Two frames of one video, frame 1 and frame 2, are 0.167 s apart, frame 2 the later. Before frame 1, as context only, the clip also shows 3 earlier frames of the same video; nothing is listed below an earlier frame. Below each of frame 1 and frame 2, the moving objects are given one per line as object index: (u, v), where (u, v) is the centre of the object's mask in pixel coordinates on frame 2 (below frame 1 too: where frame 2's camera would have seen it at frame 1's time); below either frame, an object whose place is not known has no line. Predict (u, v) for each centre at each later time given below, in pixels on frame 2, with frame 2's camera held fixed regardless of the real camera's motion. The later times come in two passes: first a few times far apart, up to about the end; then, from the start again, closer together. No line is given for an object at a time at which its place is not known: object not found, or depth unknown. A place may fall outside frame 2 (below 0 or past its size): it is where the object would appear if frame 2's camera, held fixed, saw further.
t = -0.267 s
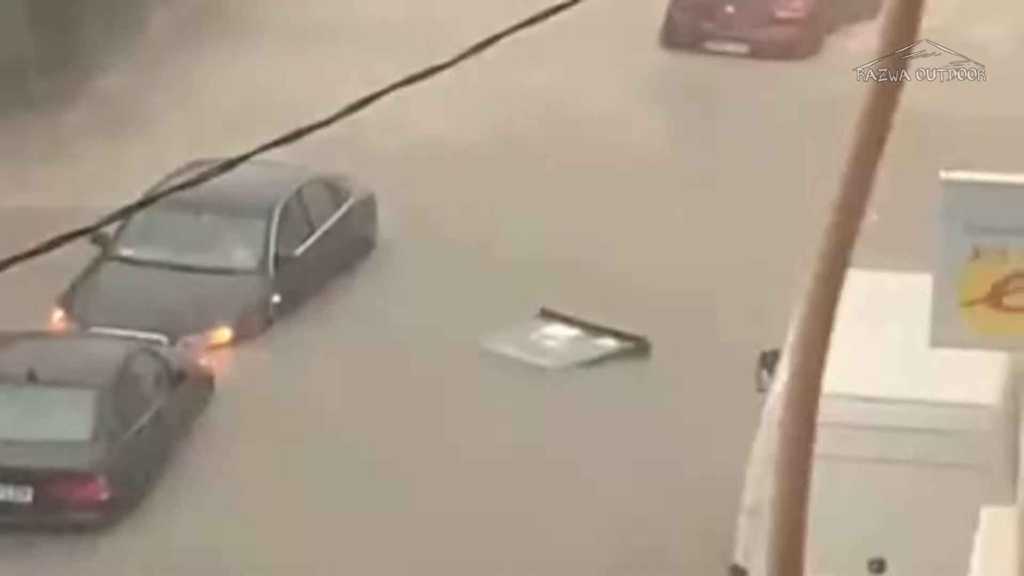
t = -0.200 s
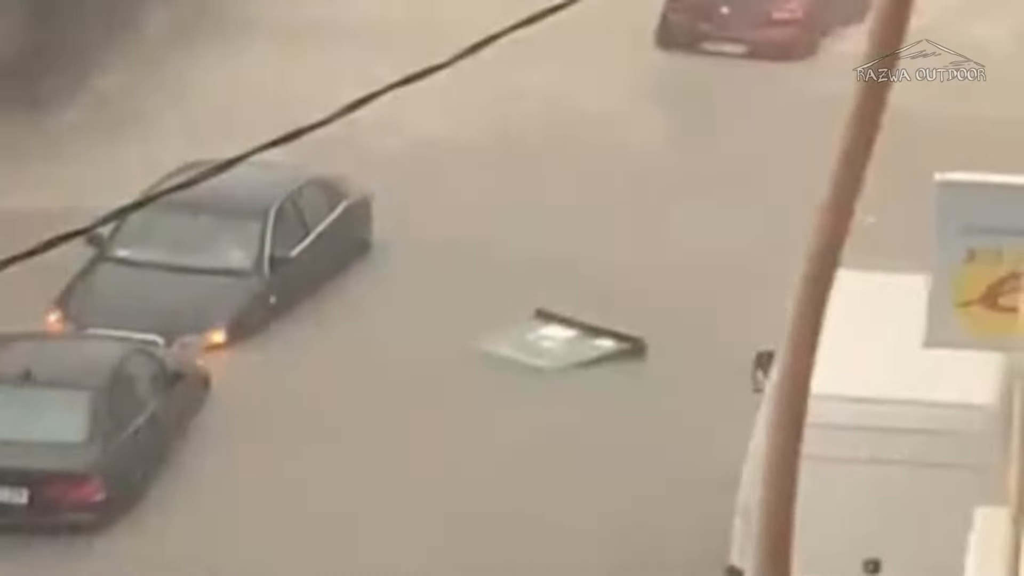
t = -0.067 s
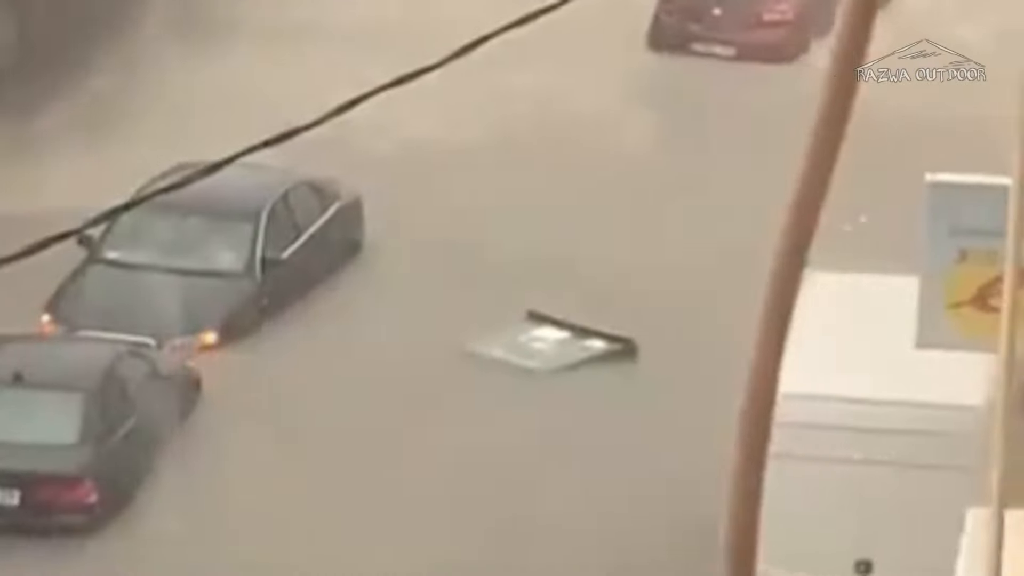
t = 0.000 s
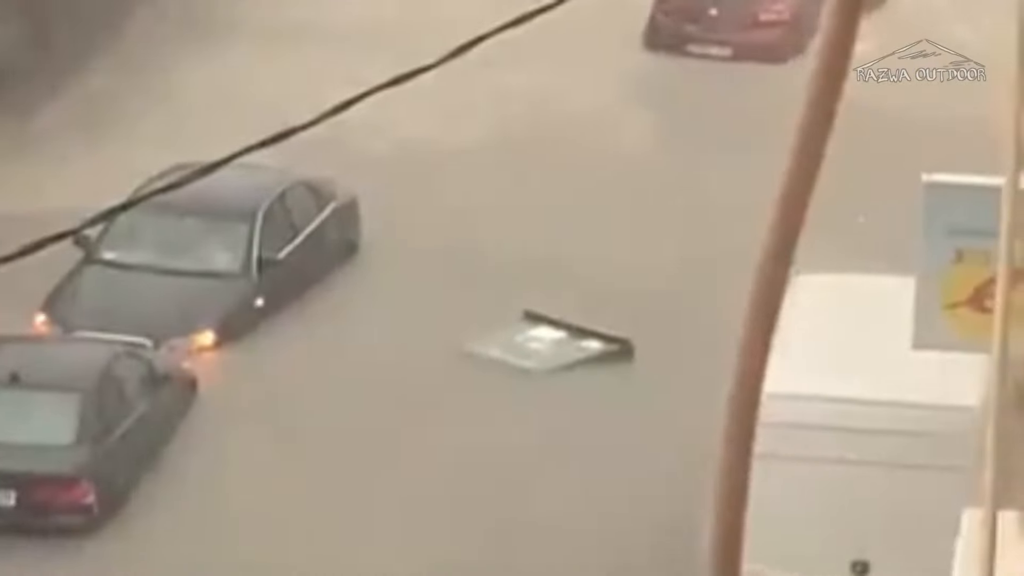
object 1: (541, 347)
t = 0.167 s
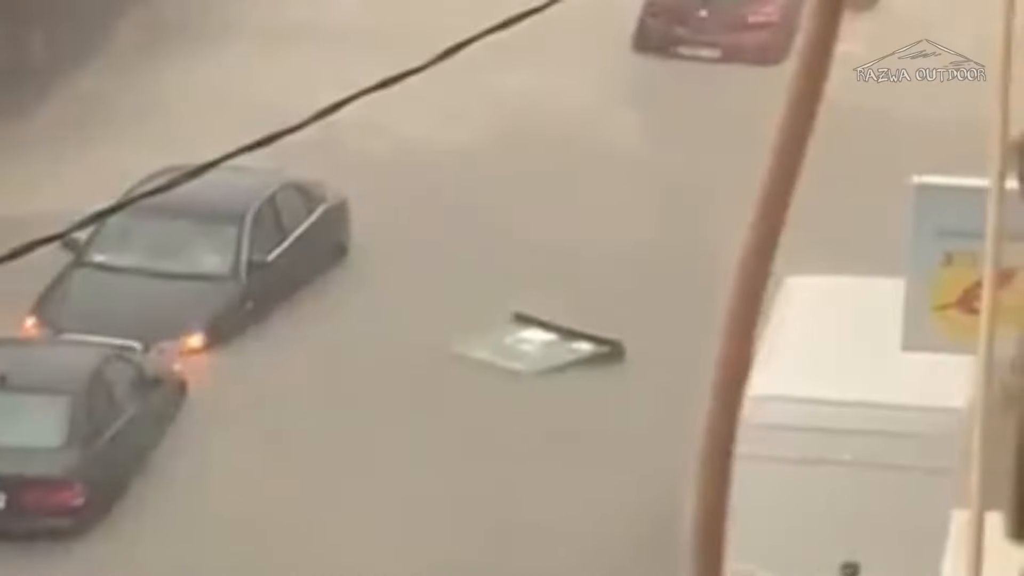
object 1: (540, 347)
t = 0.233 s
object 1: (539, 346)
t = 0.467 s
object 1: (541, 346)
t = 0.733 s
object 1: (539, 346)
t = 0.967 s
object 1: (540, 345)
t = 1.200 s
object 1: (541, 345)
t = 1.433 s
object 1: (542, 345)
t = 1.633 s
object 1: (542, 345)
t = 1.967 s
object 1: (541, 344)
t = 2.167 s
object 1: (543, 344)
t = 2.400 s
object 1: (544, 343)
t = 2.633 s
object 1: (542, 343)
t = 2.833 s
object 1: (544, 342)
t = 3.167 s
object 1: (546, 341)
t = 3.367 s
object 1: (547, 341)
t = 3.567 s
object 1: (549, 341)
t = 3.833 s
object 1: (548, 342)
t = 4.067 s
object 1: (547, 341)
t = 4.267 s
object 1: (551, 342)
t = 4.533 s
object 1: (552, 341)
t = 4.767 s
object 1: (553, 341)
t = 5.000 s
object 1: (554, 341)
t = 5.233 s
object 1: (551, 340)
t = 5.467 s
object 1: (553, 341)
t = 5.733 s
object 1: (554, 341)
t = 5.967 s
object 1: (552, 341)
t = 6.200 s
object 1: (550, 341)
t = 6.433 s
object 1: (549, 342)
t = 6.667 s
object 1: (550, 341)
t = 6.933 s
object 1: (551, 341)
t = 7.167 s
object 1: (549, 341)
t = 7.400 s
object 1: (549, 341)
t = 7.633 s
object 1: (549, 341)
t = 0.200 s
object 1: (540, 346)
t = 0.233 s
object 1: (539, 346)
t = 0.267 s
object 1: (540, 347)
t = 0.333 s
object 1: (540, 346)
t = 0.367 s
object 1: (540, 346)
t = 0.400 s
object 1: (540, 346)
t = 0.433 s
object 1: (540, 346)
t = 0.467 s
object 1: (541, 346)
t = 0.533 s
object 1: (539, 346)
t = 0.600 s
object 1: (538, 346)
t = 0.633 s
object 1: (538, 346)
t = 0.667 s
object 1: (538, 346)
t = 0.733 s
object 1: (539, 346)
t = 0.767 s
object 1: (538, 345)
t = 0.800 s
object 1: (539, 345)
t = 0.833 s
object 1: (538, 345)
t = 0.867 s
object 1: (538, 345)
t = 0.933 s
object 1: (539, 345)
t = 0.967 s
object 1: (540, 345)
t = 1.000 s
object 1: (540, 345)
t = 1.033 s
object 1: (540, 345)
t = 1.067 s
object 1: (539, 345)
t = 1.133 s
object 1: (541, 345)
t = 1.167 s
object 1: (541, 345)
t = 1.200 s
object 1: (541, 345)
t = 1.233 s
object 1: (542, 345)
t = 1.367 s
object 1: (541, 345)
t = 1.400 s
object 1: (541, 345)
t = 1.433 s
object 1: (542, 345)
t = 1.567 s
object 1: (542, 345)
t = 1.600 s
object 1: (541, 345)
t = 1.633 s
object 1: (542, 345)
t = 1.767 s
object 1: (542, 345)
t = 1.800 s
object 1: (542, 345)
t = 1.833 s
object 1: (542, 345)
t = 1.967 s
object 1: (541, 344)
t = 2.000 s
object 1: (541, 344)
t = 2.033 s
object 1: (541, 344)
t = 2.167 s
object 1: (543, 344)
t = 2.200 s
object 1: (543, 343)
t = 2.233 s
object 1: (542, 343)
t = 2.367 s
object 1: (544, 343)
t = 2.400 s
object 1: (544, 343)
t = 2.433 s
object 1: (545, 343)
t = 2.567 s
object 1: (544, 343)
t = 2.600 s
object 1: (544, 343)
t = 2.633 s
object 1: (542, 343)
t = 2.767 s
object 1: (544, 343)
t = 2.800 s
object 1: (544, 342)
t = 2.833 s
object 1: (544, 342)
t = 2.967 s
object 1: (546, 342)
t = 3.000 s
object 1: (547, 342)
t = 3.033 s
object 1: (546, 342)
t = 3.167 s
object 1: (546, 341)
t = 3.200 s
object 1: (547, 342)
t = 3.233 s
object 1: (547, 341)
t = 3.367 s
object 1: (547, 341)
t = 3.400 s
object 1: (547, 341)
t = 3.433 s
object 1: (548, 341)
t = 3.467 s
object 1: (548, 341)
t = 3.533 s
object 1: (549, 341)
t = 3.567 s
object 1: (549, 341)
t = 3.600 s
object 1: (548, 341)
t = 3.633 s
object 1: (547, 341)
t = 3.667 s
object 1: (548, 342)
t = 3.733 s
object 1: (548, 341)
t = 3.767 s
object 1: (547, 341)
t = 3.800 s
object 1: (548, 341)
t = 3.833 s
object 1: (548, 342)
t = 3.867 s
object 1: (549, 342)
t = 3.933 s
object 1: (548, 341)
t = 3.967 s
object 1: (548, 342)
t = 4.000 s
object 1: (548, 341)
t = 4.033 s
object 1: (549, 341)
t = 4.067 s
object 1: (547, 341)
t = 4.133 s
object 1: (546, 341)
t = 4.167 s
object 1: (550, 341)
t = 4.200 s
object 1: (552, 342)
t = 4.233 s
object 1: (551, 342)
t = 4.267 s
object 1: (551, 342)
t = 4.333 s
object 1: (552, 342)
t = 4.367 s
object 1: (553, 341)
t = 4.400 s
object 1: (552, 342)
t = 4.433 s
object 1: (553, 342)
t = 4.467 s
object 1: (552, 341)
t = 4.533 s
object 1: (552, 341)
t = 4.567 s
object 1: (551, 341)
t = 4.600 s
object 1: (553, 341)
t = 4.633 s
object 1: (553, 341)
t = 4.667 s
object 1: (555, 341)
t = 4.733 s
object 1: (553, 340)
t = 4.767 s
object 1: (553, 341)
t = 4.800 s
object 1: (555, 340)
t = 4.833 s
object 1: (555, 341)
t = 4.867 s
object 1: (556, 341)
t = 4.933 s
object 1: (554, 340)
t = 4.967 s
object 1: (554, 340)
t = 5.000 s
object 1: (554, 341)
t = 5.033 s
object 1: (554, 340)
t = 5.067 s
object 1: (555, 341)
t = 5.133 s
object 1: (553, 340)
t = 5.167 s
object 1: (552, 340)
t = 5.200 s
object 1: (551, 340)
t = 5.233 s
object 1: (551, 340)
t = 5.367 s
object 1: (551, 340)
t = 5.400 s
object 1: (553, 341)
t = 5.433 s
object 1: (550, 340)
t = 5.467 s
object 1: (553, 341)
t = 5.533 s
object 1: (552, 341)
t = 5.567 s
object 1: (551, 341)
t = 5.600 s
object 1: (552, 341)
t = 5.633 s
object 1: (553, 341)
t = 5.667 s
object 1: (553, 341)
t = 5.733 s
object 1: (554, 341)
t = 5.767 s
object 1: (554, 341)
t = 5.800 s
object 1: (554, 341)
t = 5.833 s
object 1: (553, 341)
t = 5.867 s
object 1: (553, 341)
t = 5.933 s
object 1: (552, 341)
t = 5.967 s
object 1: (552, 341)
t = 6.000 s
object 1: (552, 341)
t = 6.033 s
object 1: (550, 341)
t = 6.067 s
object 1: (550, 341)
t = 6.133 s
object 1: (551, 341)
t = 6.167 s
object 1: (550, 341)
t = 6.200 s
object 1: (550, 341)
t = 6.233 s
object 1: (551, 342)
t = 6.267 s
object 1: (550, 341)
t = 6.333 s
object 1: (550, 342)
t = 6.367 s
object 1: (549, 342)
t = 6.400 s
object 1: (550, 341)
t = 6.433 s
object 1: (549, 342)
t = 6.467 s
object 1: (549, 342)
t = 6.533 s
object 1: (549, 341)
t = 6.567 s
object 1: (550, 342)
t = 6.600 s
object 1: (550, 342)
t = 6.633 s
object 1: (550, 342)
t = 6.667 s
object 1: (550, 341)
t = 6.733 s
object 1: (549, 341)
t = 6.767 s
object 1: (551, 341)
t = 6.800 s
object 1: (549, 341)
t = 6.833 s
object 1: (549, 341)
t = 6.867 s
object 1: (549, 341)
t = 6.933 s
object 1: (551, 341)
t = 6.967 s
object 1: (551, 341)
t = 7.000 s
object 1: (549, 341)
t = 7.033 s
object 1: (549, 341)
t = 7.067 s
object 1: (548, 341)
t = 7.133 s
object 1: (549, 341)
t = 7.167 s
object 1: (549, 341)
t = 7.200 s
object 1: (549, 341)
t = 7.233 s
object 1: (549, 341)
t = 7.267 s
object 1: (549, 341)
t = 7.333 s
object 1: (549, 341)
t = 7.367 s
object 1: (550, 341)
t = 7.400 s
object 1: (549, 341)
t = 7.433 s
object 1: (550, 341)
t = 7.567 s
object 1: (549, 341)
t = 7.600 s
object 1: (549, 341)
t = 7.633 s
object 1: (549, 341)
